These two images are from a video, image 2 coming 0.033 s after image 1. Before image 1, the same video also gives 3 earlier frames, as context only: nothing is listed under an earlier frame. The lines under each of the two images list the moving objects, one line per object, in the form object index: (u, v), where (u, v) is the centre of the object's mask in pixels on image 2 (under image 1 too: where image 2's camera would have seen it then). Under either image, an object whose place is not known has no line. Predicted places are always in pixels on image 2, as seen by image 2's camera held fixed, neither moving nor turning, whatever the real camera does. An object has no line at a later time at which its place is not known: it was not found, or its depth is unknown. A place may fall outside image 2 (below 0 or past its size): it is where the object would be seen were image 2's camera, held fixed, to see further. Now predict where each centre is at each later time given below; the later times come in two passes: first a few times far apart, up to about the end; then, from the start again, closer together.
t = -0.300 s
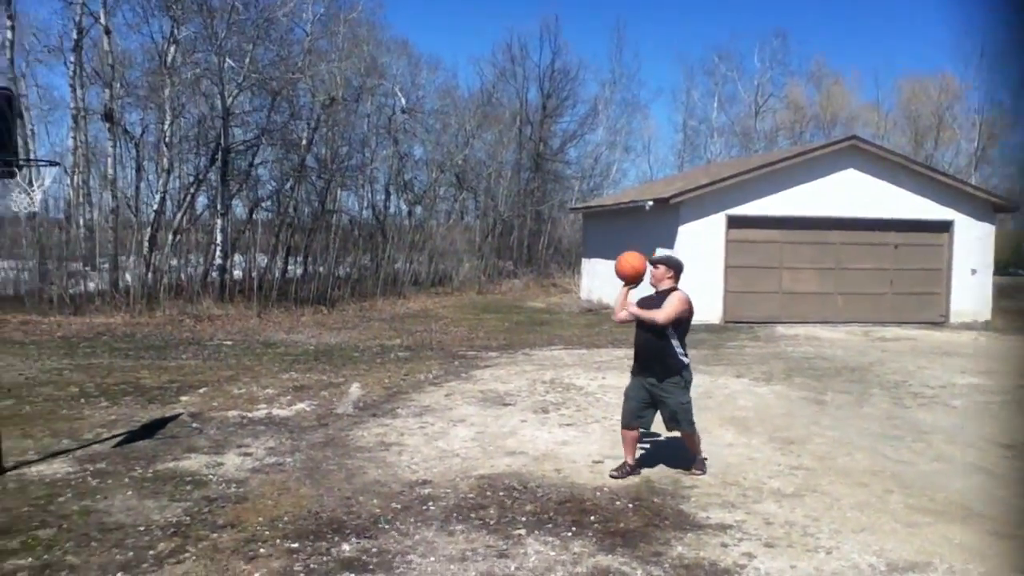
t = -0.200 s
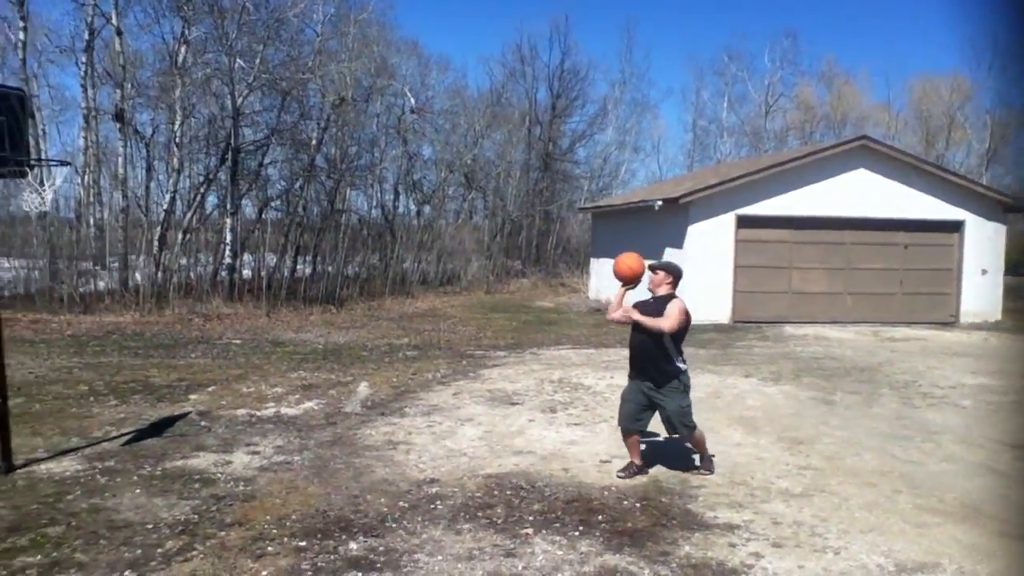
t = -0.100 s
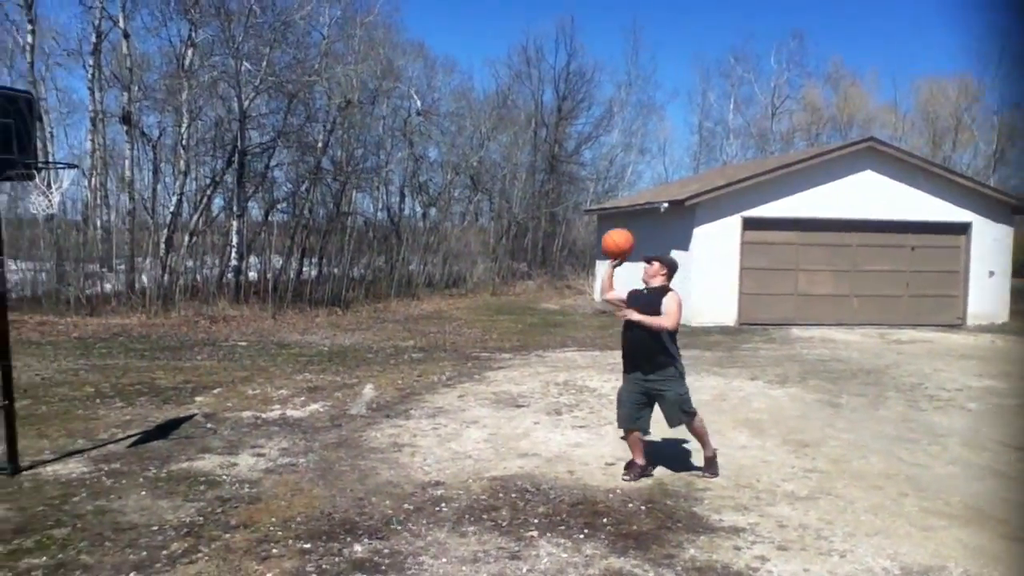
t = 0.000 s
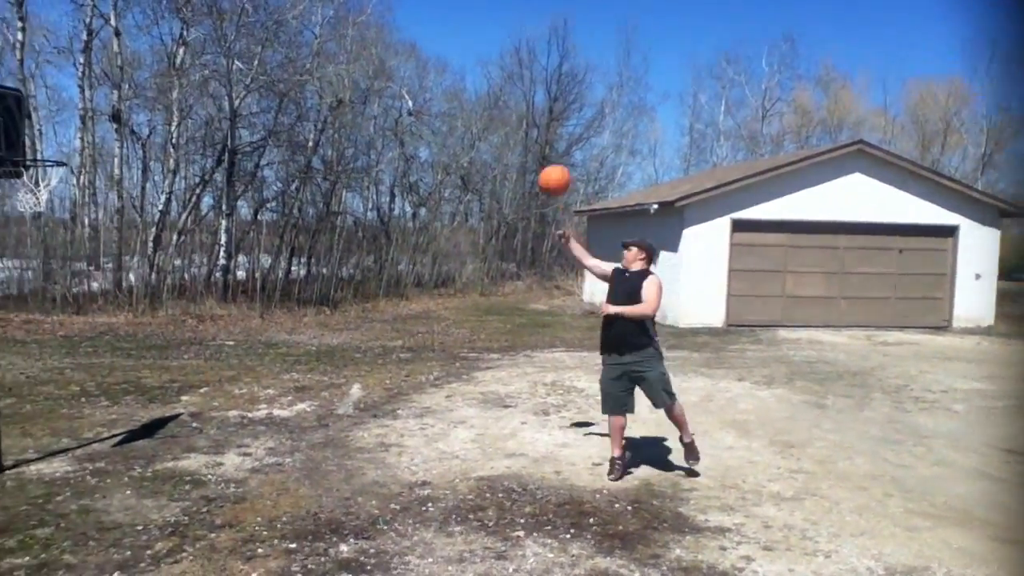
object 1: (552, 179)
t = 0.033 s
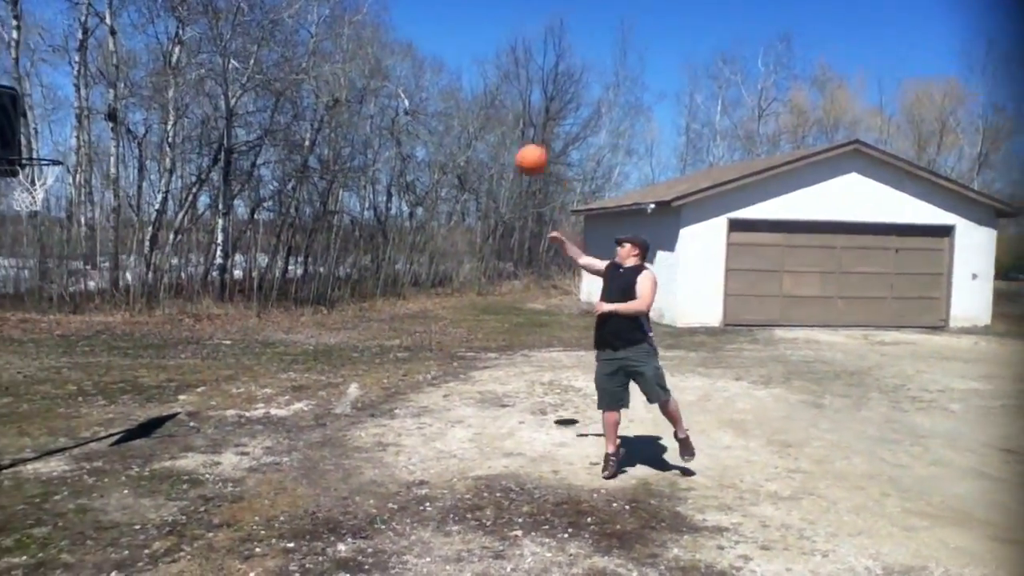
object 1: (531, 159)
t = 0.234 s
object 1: (411, 71)
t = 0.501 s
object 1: (242, 35)
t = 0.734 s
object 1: (102, 85)
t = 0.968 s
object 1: (19, 124)
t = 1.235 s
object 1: (64, 110)
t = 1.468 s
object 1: (107, 179)
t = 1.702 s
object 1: (148, 316)
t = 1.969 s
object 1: (161, 395)
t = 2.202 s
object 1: (132, 325)
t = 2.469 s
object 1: (99, 325)
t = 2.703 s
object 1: (70, 396)
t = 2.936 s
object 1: (50, 397)
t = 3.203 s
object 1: (31, 395)
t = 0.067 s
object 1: (510, 142)
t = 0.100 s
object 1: (490, 124)
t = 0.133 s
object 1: (469, 108)
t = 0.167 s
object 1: (448, 94)
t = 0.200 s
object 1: (430, 82)
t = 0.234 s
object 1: (411, 71)
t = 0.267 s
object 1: (390, 61)
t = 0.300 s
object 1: (370, 52)
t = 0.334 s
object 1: (349, 46)
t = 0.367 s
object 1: (327, 41)
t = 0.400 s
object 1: (305, 37)
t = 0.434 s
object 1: (282, 34)
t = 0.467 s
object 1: (262, 33)
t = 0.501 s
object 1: (242, 35)
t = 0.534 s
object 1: (219, 37)
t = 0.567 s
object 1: (199, 40)
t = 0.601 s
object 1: (181, 46)
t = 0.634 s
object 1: (163, 55)
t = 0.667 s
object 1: (142, 63)
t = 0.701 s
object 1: (123, 74)
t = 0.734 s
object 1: (102, 85)
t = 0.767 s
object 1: (80, 100)
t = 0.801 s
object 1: (58, 114)
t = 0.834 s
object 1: (36, 131)
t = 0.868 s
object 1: (18, 147)
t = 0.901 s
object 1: (13, 142)
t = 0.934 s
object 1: (15, 132)
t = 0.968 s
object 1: (19, 124)
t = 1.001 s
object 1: (23, 118)
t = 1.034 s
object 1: (27, 113)
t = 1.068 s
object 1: (31, 108)
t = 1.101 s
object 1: (36, 104)
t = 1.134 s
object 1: (43, 104)
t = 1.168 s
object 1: (50, 104)
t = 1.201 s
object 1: (58, 106)
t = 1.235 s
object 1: (64, 110)
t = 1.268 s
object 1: (69, 117)
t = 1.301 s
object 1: (74, 123)
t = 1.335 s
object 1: (81, 132)
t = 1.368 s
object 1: (88, 142)
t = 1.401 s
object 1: (96, 154)
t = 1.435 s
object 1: (102, 166)
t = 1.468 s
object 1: (107, 179)
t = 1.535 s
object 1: (118, 212)
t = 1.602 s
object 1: (130, 250)
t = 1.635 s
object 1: (139, 270)
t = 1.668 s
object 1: (143, 293)
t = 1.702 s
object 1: (148, 316)
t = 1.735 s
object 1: (154, 340)
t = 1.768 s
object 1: (161, 367)
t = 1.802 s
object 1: (165, 394)
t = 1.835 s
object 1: (169, 422)
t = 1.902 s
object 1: (168, 428)
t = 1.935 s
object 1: (164, 411)
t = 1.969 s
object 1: (161, 395)
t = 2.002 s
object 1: (157, 382)
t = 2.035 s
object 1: (152, 369)
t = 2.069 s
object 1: (148, 357)
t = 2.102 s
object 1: (143, 347)
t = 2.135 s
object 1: (139, 338)
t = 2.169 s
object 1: (135, 331)
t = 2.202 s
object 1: (132, 325)
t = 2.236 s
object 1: (128, 320)
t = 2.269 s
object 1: (123, 317)
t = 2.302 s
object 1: (119, 315)
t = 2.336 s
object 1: (115, 314)
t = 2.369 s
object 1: (111, 314)
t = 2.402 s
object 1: (106, 317)
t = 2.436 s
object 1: (102, 320)
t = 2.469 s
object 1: (99, 325)
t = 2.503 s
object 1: (95, 330)
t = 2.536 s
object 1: (90, 338)
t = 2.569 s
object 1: (86, 347)
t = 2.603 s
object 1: (82, 358)
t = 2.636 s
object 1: (78, 369)
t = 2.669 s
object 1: (74, 382)
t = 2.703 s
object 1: (70, 396)
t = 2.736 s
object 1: (66, 412)
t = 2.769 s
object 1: (63, 429)
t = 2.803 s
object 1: (60, 429)
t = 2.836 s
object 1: (57, 419)
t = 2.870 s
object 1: (55, 411)
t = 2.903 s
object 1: (52, 404)
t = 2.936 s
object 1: (50, 397)
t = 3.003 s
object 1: (44, 389)
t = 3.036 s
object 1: (42, 387)
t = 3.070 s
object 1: (41, 386)
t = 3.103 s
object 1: (38, 387)
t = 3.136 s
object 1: (36, 388)
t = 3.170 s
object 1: (33, 392)
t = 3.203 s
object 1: (31, 395)
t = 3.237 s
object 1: (28, 401)
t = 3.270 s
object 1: (25, 408)
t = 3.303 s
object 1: (23, 417)
